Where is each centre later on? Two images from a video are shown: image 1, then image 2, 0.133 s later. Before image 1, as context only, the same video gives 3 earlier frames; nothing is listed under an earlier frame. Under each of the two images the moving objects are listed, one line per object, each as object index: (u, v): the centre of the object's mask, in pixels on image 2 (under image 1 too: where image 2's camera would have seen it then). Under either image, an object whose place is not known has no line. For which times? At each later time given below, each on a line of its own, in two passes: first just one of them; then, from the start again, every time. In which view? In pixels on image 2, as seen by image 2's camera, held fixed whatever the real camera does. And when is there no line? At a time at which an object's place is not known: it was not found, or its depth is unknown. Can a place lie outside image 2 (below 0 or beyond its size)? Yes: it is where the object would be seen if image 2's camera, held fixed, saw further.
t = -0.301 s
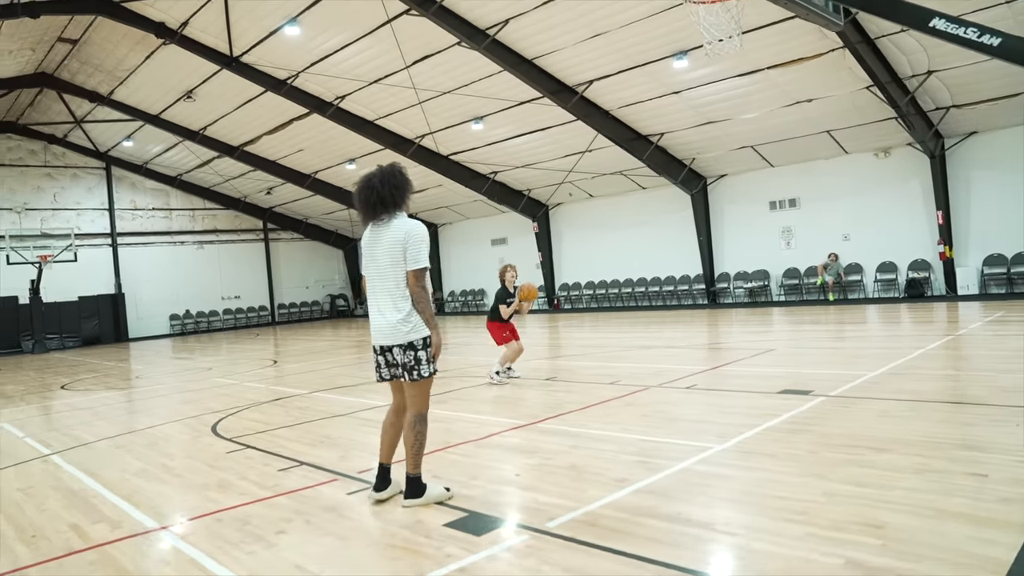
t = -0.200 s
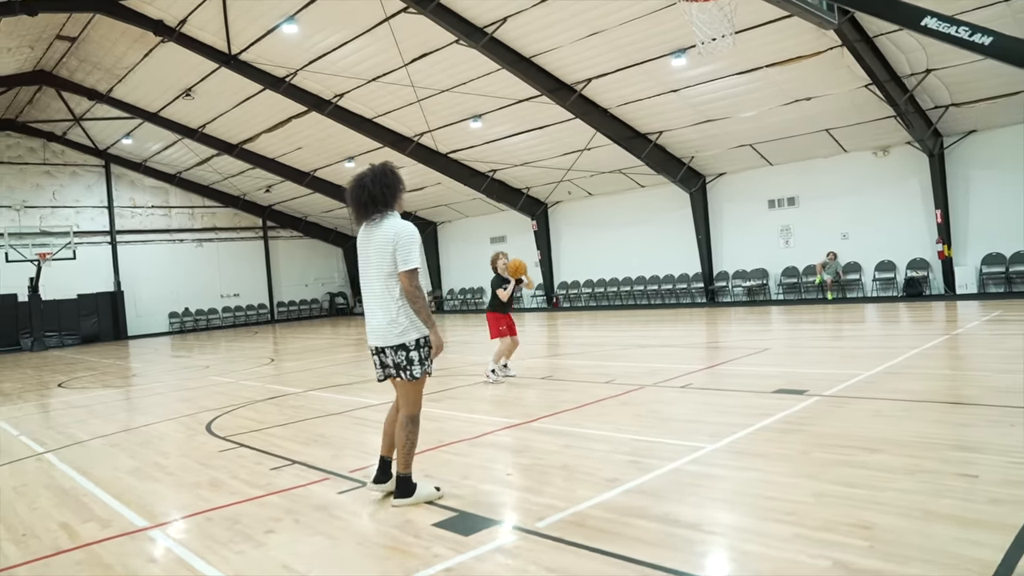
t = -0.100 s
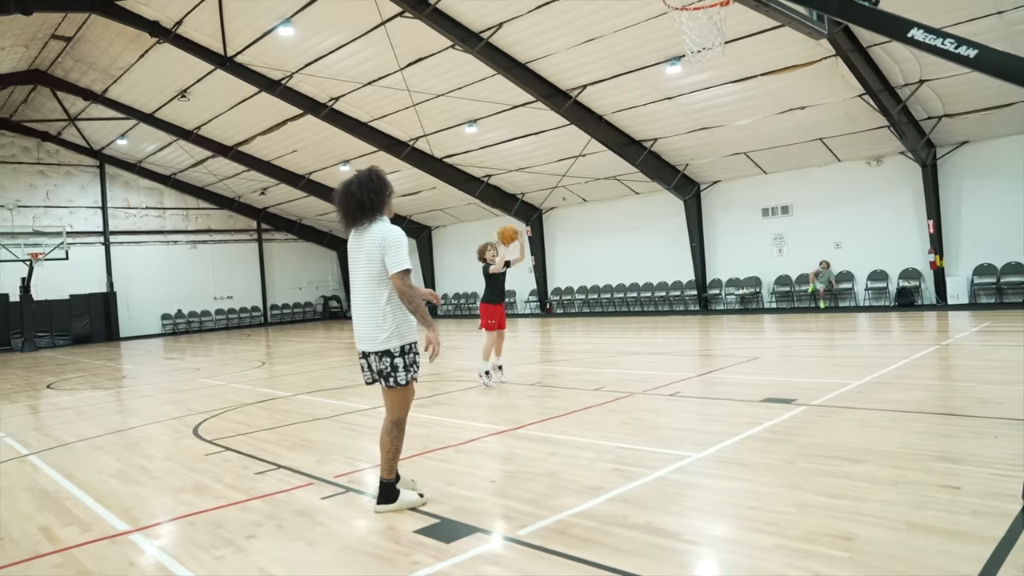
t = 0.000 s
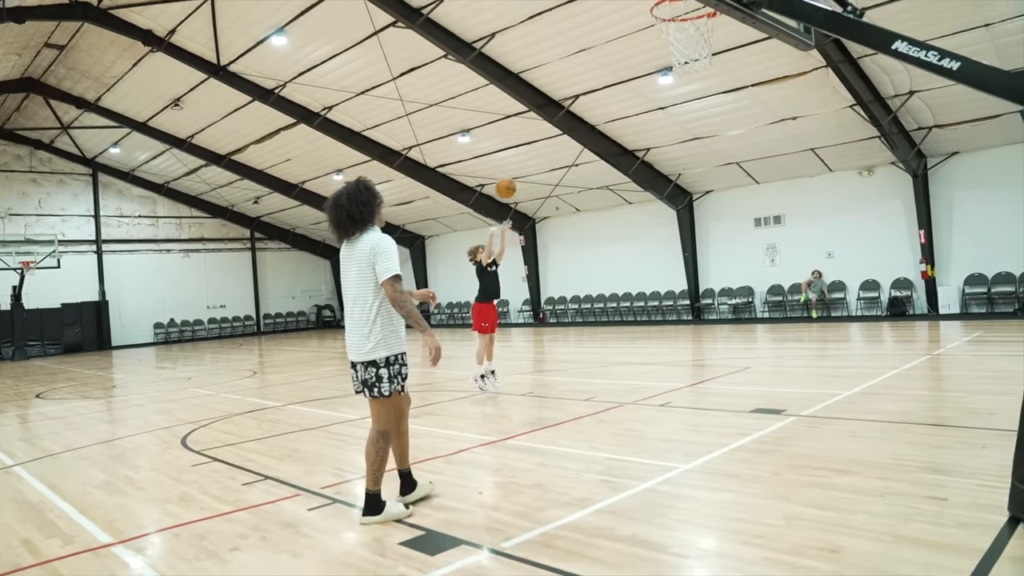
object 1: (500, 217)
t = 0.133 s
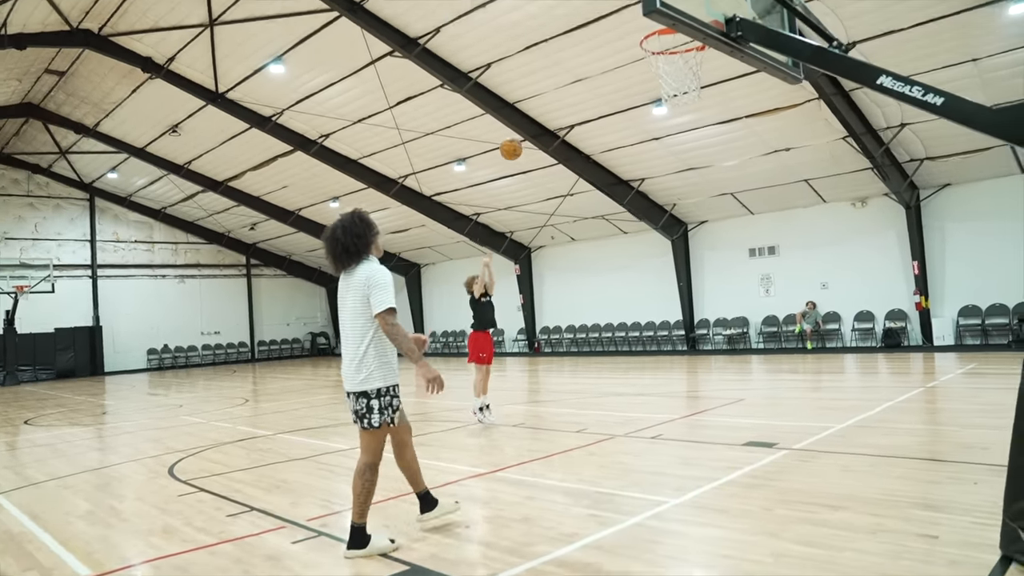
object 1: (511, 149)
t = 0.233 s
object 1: (521, 104)
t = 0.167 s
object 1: (514, 133)
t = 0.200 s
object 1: (517, 118)
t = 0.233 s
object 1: (521, 104)
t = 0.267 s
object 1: (525, 90)
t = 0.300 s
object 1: (529, 77)
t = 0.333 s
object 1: (532, 65)
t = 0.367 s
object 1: (537, 53)
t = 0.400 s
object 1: (541, 42)
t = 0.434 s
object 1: (546, 32)
